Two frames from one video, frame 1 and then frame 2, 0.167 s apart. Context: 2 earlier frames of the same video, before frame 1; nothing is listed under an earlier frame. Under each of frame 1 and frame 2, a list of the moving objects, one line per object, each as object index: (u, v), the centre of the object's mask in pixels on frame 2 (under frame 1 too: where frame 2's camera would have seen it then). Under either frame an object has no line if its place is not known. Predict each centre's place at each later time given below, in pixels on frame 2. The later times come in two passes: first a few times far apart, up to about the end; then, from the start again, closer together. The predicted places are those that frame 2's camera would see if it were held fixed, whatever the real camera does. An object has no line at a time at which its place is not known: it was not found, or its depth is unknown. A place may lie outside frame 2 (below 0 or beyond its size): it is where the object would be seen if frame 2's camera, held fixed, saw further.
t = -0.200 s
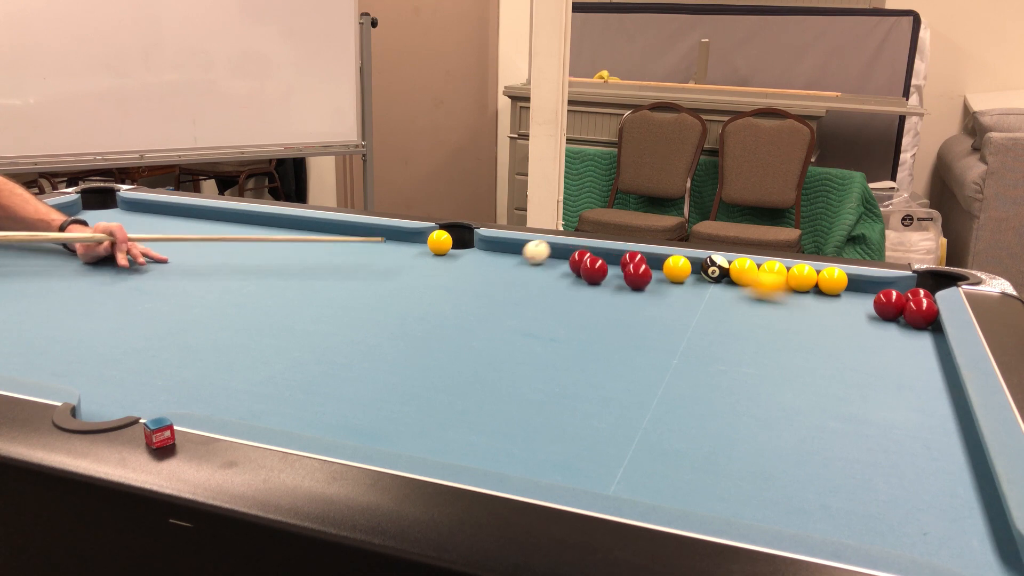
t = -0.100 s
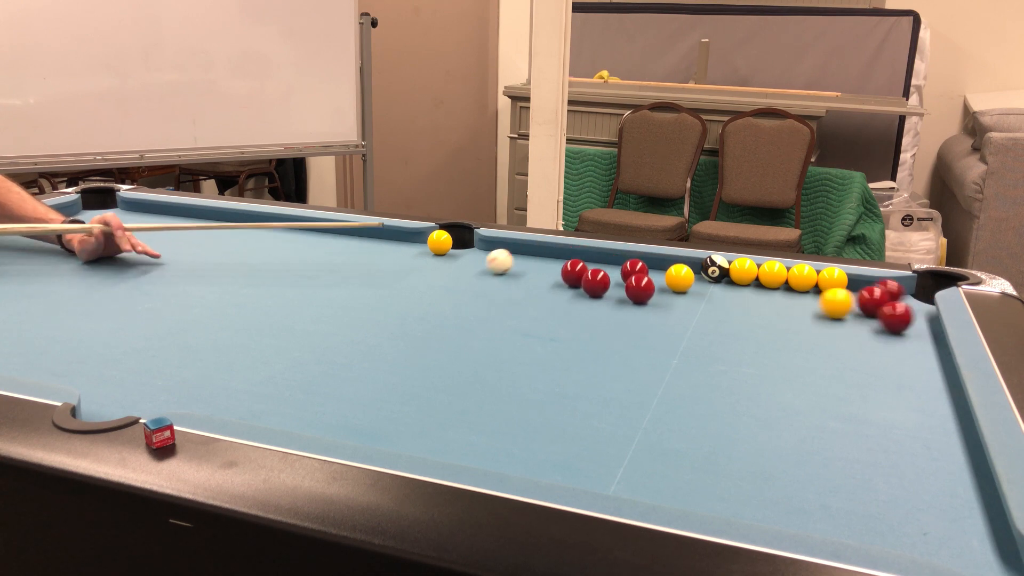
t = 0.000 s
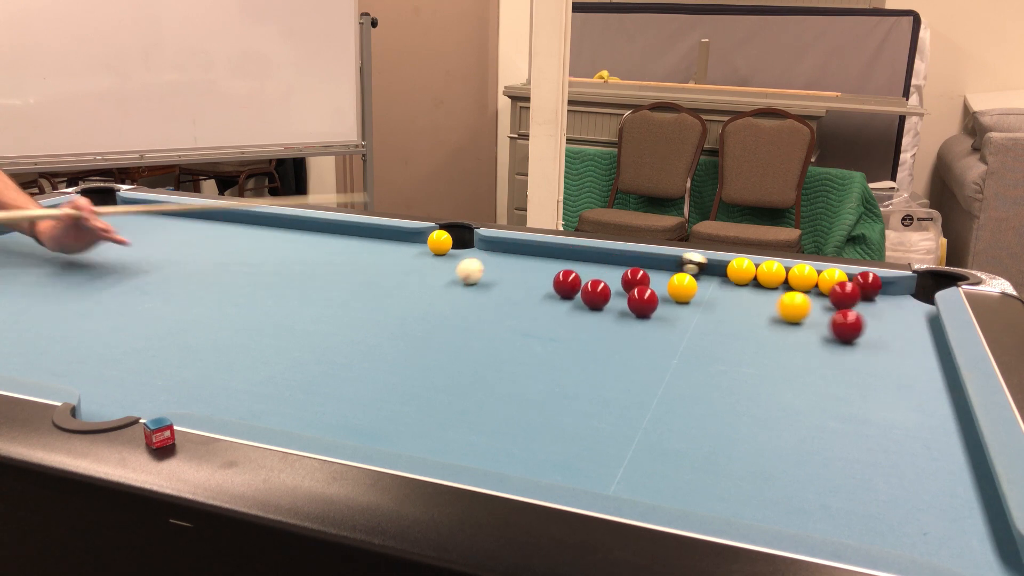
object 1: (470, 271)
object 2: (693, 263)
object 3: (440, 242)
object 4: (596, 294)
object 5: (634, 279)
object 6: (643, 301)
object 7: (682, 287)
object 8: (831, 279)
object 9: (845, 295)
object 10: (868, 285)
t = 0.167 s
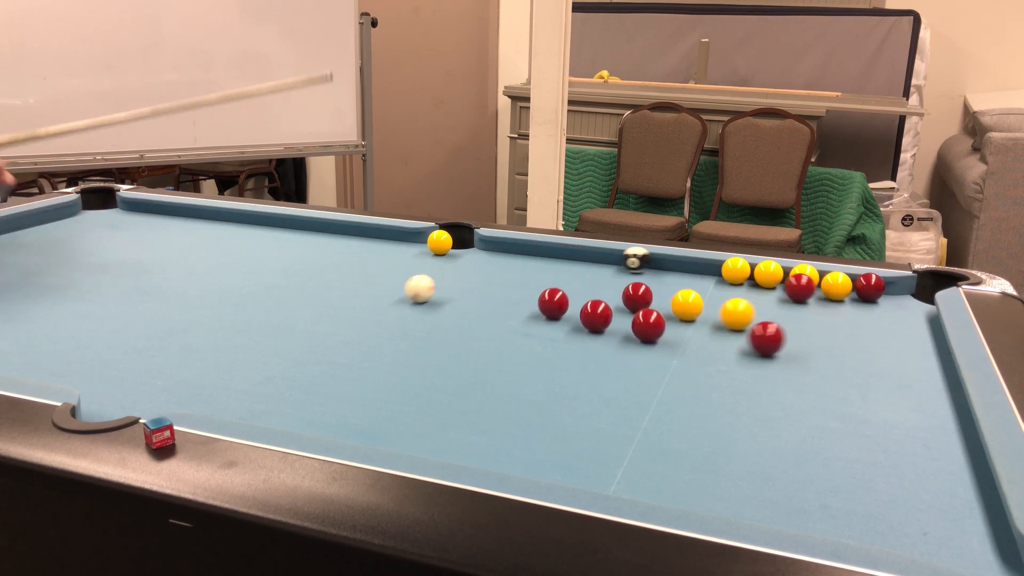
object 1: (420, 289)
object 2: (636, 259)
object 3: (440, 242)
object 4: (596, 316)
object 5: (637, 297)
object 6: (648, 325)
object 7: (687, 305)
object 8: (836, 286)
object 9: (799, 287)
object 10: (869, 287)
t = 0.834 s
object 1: (130, 389)
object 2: (463, 240)
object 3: (431, 242)
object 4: (590, 433)
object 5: (513, 348)
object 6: (453, 439)
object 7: (636, 376)
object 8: (843, 294)
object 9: (648, 270)
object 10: (877, 295)
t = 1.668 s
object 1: (371, 373)
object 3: (318, 243)
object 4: (736, 496)
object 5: (315, 422)
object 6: (411, 380)
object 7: (569, 469)
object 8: (844, 297)
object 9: (503, 258)
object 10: (878, 299)
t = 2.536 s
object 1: (407, 317)
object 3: (225, 244)
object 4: (927, 532)
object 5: (402, 361)
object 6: (481, 344)
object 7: (597, 411)
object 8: (844, 297)
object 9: (388, 248)
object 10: (878, 299)
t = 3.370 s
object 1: (428, 287)
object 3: (162, 245)
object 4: (959, 547)
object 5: (447, 323)
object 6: (516, 324)
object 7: (614, 380)
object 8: (844, 297)
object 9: (307, 240)
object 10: (878, 299)
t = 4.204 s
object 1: (443, 269)
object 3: (126, 245)
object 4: (940, 547)
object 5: (473, 301)
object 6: (527, 314)
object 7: (621, 367)
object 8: (844, 297)
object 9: (252, 235)
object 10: (878, 299)
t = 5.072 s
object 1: (452, 260)
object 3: (116, 244)
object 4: (941, 547)
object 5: (488, 291)
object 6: (528, 313)
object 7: (620, 365)
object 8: (844, 298)
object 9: (223, 230)
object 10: (877, 299)
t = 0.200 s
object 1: (409, 292)
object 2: (626, 259)
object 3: (440, 242)
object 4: (596, 320)
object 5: (637, 300)
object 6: (649, 330)
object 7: (688, 308)
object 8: (837, 286)
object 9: (791, 286)
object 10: (869, 288)
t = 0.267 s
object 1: (386, 300)
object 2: (607, 256)
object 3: (440, 242)
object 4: (596, 330)
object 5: (638, 307)
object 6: (652, 341)
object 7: (672, 313)
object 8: (839, 287)
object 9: (774, 283)
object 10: (870, 289)
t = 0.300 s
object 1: (375, 304)
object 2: (596, 255)
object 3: (440, 242)
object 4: (596, 335)
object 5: (632, 309)
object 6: (653, 347)
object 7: (668, 317)
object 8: (840, 288)
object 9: (765, 282)
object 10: (870, 289)
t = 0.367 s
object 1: (350, 313)
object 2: (577, 254)
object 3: (440, 242)
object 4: (596, 345)
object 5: (618, 314)
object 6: (629, 359)
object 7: (665, 324)
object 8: (840, 289)
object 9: (748, 280)
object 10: (871, 290)
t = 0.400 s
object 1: (337, 317)
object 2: (568, 252)
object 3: (440, 242)
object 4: (592, 347)
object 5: (611, 316)
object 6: (614, 365)
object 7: (663, 328)
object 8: (840, 289)
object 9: (740, 279)
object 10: (872, 290)
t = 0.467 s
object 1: (310, 327)
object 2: (548, 251)
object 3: (440, 242)
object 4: (598, 355)
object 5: (597, 321)
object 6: (589, 379)
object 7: (659, 335)
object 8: (841, 290)
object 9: (725, 277)
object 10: (872, 291)
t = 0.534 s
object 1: (282, 336)
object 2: (531, 249)
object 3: (440, 242)
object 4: (595, 373)
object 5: (583, 326)
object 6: (564, 394)
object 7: (654, 342)
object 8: (841, 291)
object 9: (710, 276)
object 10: (874, 292)
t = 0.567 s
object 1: (267, 342)
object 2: (522, 247)
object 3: (440, 242)
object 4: (594, 379)
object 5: (575, 328)
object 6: (550, 402)
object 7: (652, 346)
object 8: (841, 291)
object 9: (703, 275)
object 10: (874, 292)
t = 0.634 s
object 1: (236, 352)
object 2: (504, 246)
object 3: (440, 242)
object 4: (593, 391)
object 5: (560, 333)
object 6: (522, 419)
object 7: (647, 353)
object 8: (842, 292)
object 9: (689, 273)
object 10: (875, 293)
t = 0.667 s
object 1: (219, 358)
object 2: (496, 245)
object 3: (439, 242)
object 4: (593, 398)
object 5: (552, 335)
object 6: (506, 428)
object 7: (645, 356)
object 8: (842, 292)
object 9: (682, 273)
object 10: (876, 294)
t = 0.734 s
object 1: (185, 370)
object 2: (478, 243)
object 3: (440, 242)
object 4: (592, 411)
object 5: (537, 340)
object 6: (474, 446)
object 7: (641, 364)
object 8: (842, 293)
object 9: (668, 272)
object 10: (876, 294)
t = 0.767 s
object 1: (168, 376)
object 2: (470, 242)
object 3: (439, 242)
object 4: (591, 418)
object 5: (529, 343)
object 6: (457, 450)
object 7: (640, 368)
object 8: (843, 293)
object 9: (661, 271)
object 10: (877, 295)
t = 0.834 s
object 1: (130, 389)
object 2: (463, 240)
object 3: (431, 242)
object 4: (590, 433)
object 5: (513, 348)
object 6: (453, 439)
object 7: (636, 376)
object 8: (843, 294)
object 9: (648, 270)
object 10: (877, 295)
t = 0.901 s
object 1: (109, 398)
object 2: (458, 238)
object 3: (420, 242)
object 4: (588, 449)
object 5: (497, 353)
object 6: (434, 442)
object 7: (631, 385)
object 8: (843, 295)
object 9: (635, 269)
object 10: (878, 296)
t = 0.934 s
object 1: (126, 397)
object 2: (456, 238)
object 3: (415, 242)
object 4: (587, 457)
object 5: (489, 356)
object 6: (423, 443)
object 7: (629, 390)
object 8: (843, 295)
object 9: (628, 269)
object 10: (878, 296)
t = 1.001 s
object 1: (156, 395)
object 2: (451, 238)
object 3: (406, 242)
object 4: (587, 470)
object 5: (471, 360)
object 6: (419, 440)
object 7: (623, 399)
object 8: (844, 295)
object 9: (615, 267)
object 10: (878, 297)
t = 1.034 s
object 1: (170, 394)
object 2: (450, 240)
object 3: (401, 243)
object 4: (586, 475)
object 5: (463, 364)
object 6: (417, 437)
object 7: (620, 404)
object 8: (844, 296)
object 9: (609, 267)
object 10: (878, 297)
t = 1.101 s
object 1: (198, 394)
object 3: (392, 243)
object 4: (595, 472)
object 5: (445, 370)
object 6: (415, 432)
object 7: (613, 414)
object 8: (844, 296)
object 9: (597, 266)
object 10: (879, 297)
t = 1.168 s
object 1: (225, 394)
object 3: (383, 243)
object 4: (610, 472)
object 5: (427, 376)
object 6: (413, 426)
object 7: (606, 423)
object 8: (844, 296)
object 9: (585, 265)
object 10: (878, 298)
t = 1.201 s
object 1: (238, 394)
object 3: (378, 243)
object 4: (619, 475)
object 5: (418, 379)
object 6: (412, 422)
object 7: (603, 427)
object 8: (844, 297)
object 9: (579, 264)
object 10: (878, 298)
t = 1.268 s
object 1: (265, 393)
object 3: (369, 243)
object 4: (636, 478)
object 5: (398, 382)
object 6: (411, 414)
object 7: (597, 436)
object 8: (844, 297)
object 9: (567, 263)
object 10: (878, 298)
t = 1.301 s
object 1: (278, 392)
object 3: (365, 243)
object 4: (644, 480)
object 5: (388, 386)
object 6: (410, 411)
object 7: (594, 440)
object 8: (844, 297)
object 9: (561, 263)
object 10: (878, 298)
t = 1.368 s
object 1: (304, 391)
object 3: (356, 243)
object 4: (662, 483)
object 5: (370, 395)
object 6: (409, 405)
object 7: (587, 450)
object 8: (844, 297)
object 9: (550, 262)
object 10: (878, 298)
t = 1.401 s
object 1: (316, 390)
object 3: (351, 243)
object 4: (670, 484)
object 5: (360, 398)
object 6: (408, 401)
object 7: (584, 454)
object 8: (844, 297)
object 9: (545, 261)
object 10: (878, 298)
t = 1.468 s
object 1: (333, 381)
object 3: (343, 243)
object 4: (687, 487)
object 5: (345, 407)
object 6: (407, 395)
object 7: (577, 463)
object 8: (844, 297)
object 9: (534, 261)
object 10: (878, 298)
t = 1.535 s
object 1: (351, 382)
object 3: (334, 243)
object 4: (703, 490)
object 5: (331, 416)
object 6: (405, 389)
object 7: (571, 468)
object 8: (844, 297)
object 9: (523, 260)
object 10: (878, 299)
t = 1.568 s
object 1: (358, 381)
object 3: (330, 243)
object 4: (711, 492)
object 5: (325, 419)
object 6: (405, 387)
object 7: (568, 470)
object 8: (844, 298)
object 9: (518, 259)
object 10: (878, 299)
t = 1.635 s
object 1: (369, 376)
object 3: (322, 243)
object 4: (728, 495)
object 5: (312, 423)
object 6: (407, 382)
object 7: (567, 470)
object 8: (844, 298)
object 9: (508, 258)
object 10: (878, 299)
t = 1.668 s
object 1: (371, 373)
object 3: (318, 243)
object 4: (736, 496)
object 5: (315, 422)
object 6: (411, 380)
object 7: (569, 469)
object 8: (844, 297)
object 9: (503, 258)
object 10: (878, 299)
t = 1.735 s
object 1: (374, 367)
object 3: (309, 243)
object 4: (752, 499)
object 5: (324, 419)
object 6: (418, 376)
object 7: (571, 465)
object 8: (844, 297)
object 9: (493, 257)
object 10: (877, 299)
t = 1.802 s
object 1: (378, 362)
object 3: (302, 243)
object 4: (768, 502)
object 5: (332, 415)
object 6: (425, 373)
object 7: (574, 461)
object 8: (844, 297)
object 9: (483, 256)
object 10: (878, 299)
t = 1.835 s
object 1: (380, 359)
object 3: (298, 243)
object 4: (775, 503)
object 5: (336, 412)
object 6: (428, 371)
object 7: (575, 459)
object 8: (844, 297)
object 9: (478, 256)
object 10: (877, 299)
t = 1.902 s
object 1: (383, 354)
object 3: (290, 243)
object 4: (791, 506)
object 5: (344, 406)
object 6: (434, 368)
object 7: (578, 453)
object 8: (844, 297)
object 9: (469, 255)
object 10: (878, 299)
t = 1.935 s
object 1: (385, 352)
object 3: (286, 243)
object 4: (798, 507)
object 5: (348, 403)
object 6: (437, 366)
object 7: (579, 450)
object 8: (844, 297)
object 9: (464, 255)
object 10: (878, 299)
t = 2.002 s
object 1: (388, 347)
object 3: (279, 244)
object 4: (813, 510)
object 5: (355, 397)
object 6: (443, 363)
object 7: (581, 445)
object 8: (844, 297)
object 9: (455, 254)
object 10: (878, 299)
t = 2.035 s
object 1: (389, 345)
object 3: (275, 244)
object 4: (821, 512)
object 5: (359, 395)
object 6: (446, 362)
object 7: (582, 442)
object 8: (844, 297)
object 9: (450, 254)
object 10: (878, 299)
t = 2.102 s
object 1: (392, 341)
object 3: (268, 244)
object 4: (836, 514)
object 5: (366, 390)
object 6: (451, 359)
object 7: (585, 437)
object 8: (844, 297)
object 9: (441, 253)
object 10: (878, 299)
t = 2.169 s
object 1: (395, 337)
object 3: (261, 244)
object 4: (850, 517)
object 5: (372, 385)
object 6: (457, 356)
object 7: (587, 433)
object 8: (844, 297)
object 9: (433, 252)
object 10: (878, 299)
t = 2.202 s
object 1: (396, 335)
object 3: (258, 244)
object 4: (858, 519)
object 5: (375, 382)
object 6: (459, 355)
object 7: (588, 431)
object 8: (844, 297)
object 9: (428, 252)
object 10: (878, 299)
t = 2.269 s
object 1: (399, 331)
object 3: (251, 244)
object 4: (872, 522)
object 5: (381, 378)
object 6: (464, 352)
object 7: (590, 426)
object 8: (844, 297)
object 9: (420, 251)
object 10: (878, 299)
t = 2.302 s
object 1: (400, 329)
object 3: (247, 244)
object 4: (879, 523)
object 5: (384, 375)
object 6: (466, 351)
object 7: (591, 424)
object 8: (844, 297)
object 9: (416, 251)
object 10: (878, 299)
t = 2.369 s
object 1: (402, 325)
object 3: (241, 244)
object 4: (893, 526)
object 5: (390, 371)
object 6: (471, 349)
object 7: (593, 420)
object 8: (844, 297)
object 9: (408, 250)
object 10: (878, 299)
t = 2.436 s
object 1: (404, 322)
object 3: (234, 244)
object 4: (907, 528)
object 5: (395, 367)
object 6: (475, 347)
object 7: (595, 416)
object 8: (844, 297)
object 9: (399, 249)
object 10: (878, 299)
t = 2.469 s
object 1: (405, 320)
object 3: (231, 244)
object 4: (914, 530)
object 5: (397, 365)
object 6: (477, 346)
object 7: (596, 415)
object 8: (844, 297)
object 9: (396, 249)
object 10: (878, 299)
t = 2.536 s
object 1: (407, 317)
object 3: (225, 244)
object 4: (927, 532)
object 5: (402, 361)
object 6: (481, 344)
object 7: (597, 411)
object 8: (844, 297)
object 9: (388, 248)
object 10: (878, 299)
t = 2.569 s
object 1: (408, 316)
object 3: (222, 245)
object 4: (934, 534)
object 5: (404, 359)
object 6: (483, 343)
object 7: (598, 409)
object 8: (844, 297)
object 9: (384, 248)
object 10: (878, 299)
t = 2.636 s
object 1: (410, 312)
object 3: (216, 245)
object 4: (947, 537)
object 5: (408, 355)
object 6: (487, 341)
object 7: (600, 406)
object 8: (844, 297)
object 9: (377, 247)
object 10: (878, 299)
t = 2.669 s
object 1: (411, 311)
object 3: (213, 245)
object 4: (953, 538)
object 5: (410, 353)
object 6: (489, 340)
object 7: (600, 405)
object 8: (844, 297)
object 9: (373, 247)
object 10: (878, 299)
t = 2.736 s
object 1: (413, 308)
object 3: (207, 245)
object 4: (966, 541)
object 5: (414, 350)
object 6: (492, 338)
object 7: (602, 402)
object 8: (844, 297)
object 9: (366, 246)
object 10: (878, 299)
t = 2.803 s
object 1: (414, 305)
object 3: (202, 245)
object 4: (978, 543)
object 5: (418, 346)
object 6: (495, 336)
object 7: (603, 399)
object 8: (844, 298)
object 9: (359, 246)
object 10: (878, 299)
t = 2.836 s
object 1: (415, 304)
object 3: (199, 245)
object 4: (984, 544)
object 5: (420, 345)
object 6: (496, 335)
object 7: (604, 397)
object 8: (844, 297)
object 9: (356, 246)
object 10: (878, 299)
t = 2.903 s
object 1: (417, 302)
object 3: (194, 245)
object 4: (992, 546)
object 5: (424, 341)
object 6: (499, 334)
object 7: (605, 395)
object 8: (844, 297)
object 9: (349, 245)
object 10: (878, 299)
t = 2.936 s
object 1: (418, 300)
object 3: (191, 245)
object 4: (990, 546)
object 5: (426, 340)
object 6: (501, 333)
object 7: (606, 393)
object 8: (844, 298)
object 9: (346, 245)
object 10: (878, 299)
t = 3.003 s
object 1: (420, 298)
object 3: (186, 245)
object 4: (984, 547)
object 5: (429, 337)
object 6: (503, 331)
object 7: (608, 391)
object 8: (844, 298)
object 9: (339, 244)
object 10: (877, 299)
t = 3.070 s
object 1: (421, 296)
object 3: (182, 245)
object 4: (979, 547)
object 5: (433, 334)
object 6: (506, 330)
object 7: (609, 389)
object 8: (844, 297)
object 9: (333, 243)
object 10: (878, 299)
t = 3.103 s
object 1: (422, 295)
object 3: (179, 245)
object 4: (976, 547)
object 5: (435, 333)
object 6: (507, 329)
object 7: (610, 388)
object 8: (844, 298)
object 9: (330, 243)
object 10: (877, 299)
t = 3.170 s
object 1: (424, 292)
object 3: (175, 245)
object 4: (972, 548)
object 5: (438, 330)
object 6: (509, 328)
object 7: (611, 386)
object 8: (844, 298)
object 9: (324, 242)
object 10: (878, 299)
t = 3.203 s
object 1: (424, 292)
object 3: (172, 245)
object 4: (969, 548)
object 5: (440, 329)
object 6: (511, 327)
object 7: (611, 385)
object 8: (844, 298)
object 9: (321, 242)
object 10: (878, 299)
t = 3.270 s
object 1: (426, 290)
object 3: (168, 245)
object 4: (965, 548)
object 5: (443, 327)
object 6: (513, 326)
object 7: (612, 383)
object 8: (844, 298)
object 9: (316, 241)
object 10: (878, 299)
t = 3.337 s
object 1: (427, 288)
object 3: (164, 245)
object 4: (961, 547)
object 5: (446, 324)
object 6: (515, 325)
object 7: (613, 381)
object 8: (844, 298)
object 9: (310, 241)
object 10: (878, 299)
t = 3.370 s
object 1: (428, 287)
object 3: (162, 245)
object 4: (959, 547)
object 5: (447, 323)
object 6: (516, 324)
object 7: (614, 380)
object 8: (844, 297)
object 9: (307, 240)
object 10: (878, 299)
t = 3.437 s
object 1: (429, 285)
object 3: (158, 245)
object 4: (956, 547)
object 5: (450, 321)
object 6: (518, 323)
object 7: (614, 378)
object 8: (844, 297)
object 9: (302, 240)
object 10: (878, 299)
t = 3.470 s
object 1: (430, 284)
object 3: (156, 245)
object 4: (954, 547)
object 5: (452, 320)
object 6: (518, 322)
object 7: (615, 377)
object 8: (844, 297)
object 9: (299, 240)
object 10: (878, 299)
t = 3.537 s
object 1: (432, 282)
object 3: (152, 245)
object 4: (951, 547)
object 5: (454, 318)
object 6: (520, 321)
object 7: (616, 376)
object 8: (844, 297)
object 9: (294, 239)
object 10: (878, 299)
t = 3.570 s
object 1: (432, 281)
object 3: (151, 245)
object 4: (950, 547)
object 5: (455, 317)
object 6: (521, 321)
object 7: (616, 375)
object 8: (844, 297)
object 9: (292, 239)
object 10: (878, 299)
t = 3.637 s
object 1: (434, 280)
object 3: (147, 245)
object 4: (948, 547)
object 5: (458, 315)
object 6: (522, 320)
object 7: (617, 374)
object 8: (844, 297)
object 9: (287, 239)
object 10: (878, 299)
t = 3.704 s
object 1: (435, 278)
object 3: (144, 245)
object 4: (946, 547)
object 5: (460, 313)
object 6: (523, 319)
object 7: (617, 373)
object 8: (844, 297)
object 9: (282, 239)
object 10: (878, 299)
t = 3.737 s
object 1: (436, 278)
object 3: (143, 245)
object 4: (945, 547)
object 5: (461, 312)
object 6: (524, 319)
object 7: (618, 372)
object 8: (844, 297)
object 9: (280, 238)
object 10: (878, 299)
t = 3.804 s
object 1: (437, 276)
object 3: (140, 245)
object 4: (943, 547)
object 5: (463, 310)
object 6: (525, 318)
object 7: (618, 371)
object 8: (844, 297)
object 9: (275, 238)
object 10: (878, 299)
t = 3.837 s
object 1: (437, 276)
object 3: (138, 245)
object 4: (943, 547)
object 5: (464, 309)
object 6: (525, 317)
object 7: (619, 371)
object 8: (844, 297)
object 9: (273, 237)
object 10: (878, 299)
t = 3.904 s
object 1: (439, 275)
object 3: (136, 245)
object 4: (942, 547)
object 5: (466, 308)
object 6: (526, 317)
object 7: (619, 370)
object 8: (844, 297)
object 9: (269, 237)
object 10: (878, 299)
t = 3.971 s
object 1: (440, 273)
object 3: (133, 245)
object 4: (941, 547)
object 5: (468, 306)
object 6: (526, 316)
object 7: (620, 369)
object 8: (844, 297)
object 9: (265, 237)
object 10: (878, 299)
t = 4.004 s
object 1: (440, 272)
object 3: (132, 245)
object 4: (941, 547)
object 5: (469, 305)
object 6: (526, 316)
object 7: (620, 368)
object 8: (844, 297)
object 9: (263, 237)
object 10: (878, 299)
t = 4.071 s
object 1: (442, 271)
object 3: (130, 245)
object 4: (940, 547)
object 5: (470, 304)
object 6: (526, 315)
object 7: (621, 368)
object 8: (844, 297)
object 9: (259, 236)
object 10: (878, 299)
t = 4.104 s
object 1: (442, 271)
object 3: (129, 245)
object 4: (940, 547)
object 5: (471, 303)
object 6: (527, 315)
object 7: (621, 367)
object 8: (844, 297)
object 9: (257, 236)
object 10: (878, 299)
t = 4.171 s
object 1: (443, 270)
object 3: (127, 245)
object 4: (940, 547)
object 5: (472, 302)
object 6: (527, 314)
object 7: (621, 367)
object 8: (844, 297)
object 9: (254, 235)
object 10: (878, 299)
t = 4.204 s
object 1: (443, 269)
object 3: (126, 245)
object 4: (940, 547)
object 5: (473, 301)
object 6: (527, 314)
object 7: (621, 367)
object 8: (844, 297)
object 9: (252, 235)
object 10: (878, 299)
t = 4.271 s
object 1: (445, 268)
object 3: (125, 244)
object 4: (940, 547)
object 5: (474, 300)
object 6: (527, 314)
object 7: (621, 366)
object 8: (844, 297)
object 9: (249, 235)
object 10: (877, 299)
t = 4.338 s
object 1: (445, 268)
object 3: (123, 244)
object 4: (940, 547)
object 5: (476, 299)
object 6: (527, 314)
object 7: (621, 366)
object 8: (844, 297)
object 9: (247, 234)
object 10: (878, 299)
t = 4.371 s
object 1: (446, 267)
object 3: (123, 244)
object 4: (940, 547)
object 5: (476, 299)
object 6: (527, 313)
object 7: (621, 366)
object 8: (844, 297)
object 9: (245, 234)
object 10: (878, 299)
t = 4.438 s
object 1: (447, 266)
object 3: (122, 244)
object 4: (940, 547)
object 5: (478, 297)
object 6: (528, 313)
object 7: (621, 366)
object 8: (844, 297)
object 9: (242, 233)
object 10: (878, 299)
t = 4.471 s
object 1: (447, 266)
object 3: (121, 244)
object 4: (940, 547)
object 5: (478, 297)
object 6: (528, 314)
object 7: (621, 366)
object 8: (844, 297)
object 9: (241, 234)
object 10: (878, 299)
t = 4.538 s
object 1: (447, 265)
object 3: (120, 244)
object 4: (940, 547)
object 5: (479, 296)
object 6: (528, 313)
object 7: (620, 365)
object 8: (844, 298)
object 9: (239, 233)
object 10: (877, 299)
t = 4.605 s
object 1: (448, 264)
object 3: (119, 244)
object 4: (940, 547)
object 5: (481, 295)
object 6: (528, 313)
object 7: (620, 365)
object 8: (844, 298)
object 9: (236, 232)
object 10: (877, 299)
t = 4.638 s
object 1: (448, 264)
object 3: (119, 244)
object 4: (940, 547)
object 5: (481, 295)
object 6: (528, 313)
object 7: (620, 365)
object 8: (844, 298)
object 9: (235, 232)
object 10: (878, 299)
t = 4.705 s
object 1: (449, 263)
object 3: (118, 244)
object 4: (940, 547)
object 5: (483, 294)
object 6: (528, 313)
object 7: (620, 365)
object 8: (844, 298)
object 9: (233, 232)
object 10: (877, 299)
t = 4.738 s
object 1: (449, 263)
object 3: (118, 244)
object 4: (940, 547)
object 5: (483, 294)
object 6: (528, 313)
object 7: (620, 365)
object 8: (844, 298)
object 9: (232, 232)
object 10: (878, 299)
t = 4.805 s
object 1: (450, 262)
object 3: (117, 244)
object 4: (940, 547)
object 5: (484, 293)
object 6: (528, 313)
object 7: (620, 365)
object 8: (844, 298)
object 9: (230, 231)
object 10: (878, 299)
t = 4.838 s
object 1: (450, 262)
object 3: (117, 244)
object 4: (940, 547)
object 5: (485, 293)
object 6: (528, 313)
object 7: (620, 365)
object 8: (844, 298)
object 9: (229, 231)
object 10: (877, 299)
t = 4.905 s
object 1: (451, 262)
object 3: (117, 244)
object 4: (940, 547)
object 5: (486, 292)
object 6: (528, 313)
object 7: (620, 365)
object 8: (844, 298)
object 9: (227, 231)
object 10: (877, 299)
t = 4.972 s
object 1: (452, 261)
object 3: (117, 244)
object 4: (940, 547)
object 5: (487, 291)
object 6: (528, 313)
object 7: (620, 365)
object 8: (844, 298)
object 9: (225, 231)
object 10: (877, 299)
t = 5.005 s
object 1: (452, 261)
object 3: (116, 244)
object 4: (940, 547)
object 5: (487, 291)
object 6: (528, 313)
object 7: (620, 365)
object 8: (844, 298)
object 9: (224, 231)
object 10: (878, 299)
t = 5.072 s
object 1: (452, 260)
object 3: (116, 244)
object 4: (941, 547)
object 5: (488, 291)
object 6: (528, 313)
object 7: (620, 365)
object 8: (844, 298)
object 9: (223, 230)
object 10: (877, 299)
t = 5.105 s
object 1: (452, 260)
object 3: (116, 244)
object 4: (940, 547)
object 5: (488, 291)
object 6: (528, 313)
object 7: (620, 365)
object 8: (844, 298)
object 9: (222, 230)
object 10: (878, 299)
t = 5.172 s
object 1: (453, 260)
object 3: (116, 244)
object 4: (940, 547)
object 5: (489, 290)
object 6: (528, 313)
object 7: (620, 365)
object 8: (844, 298)
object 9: (221, 230)
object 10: (877, 299)
